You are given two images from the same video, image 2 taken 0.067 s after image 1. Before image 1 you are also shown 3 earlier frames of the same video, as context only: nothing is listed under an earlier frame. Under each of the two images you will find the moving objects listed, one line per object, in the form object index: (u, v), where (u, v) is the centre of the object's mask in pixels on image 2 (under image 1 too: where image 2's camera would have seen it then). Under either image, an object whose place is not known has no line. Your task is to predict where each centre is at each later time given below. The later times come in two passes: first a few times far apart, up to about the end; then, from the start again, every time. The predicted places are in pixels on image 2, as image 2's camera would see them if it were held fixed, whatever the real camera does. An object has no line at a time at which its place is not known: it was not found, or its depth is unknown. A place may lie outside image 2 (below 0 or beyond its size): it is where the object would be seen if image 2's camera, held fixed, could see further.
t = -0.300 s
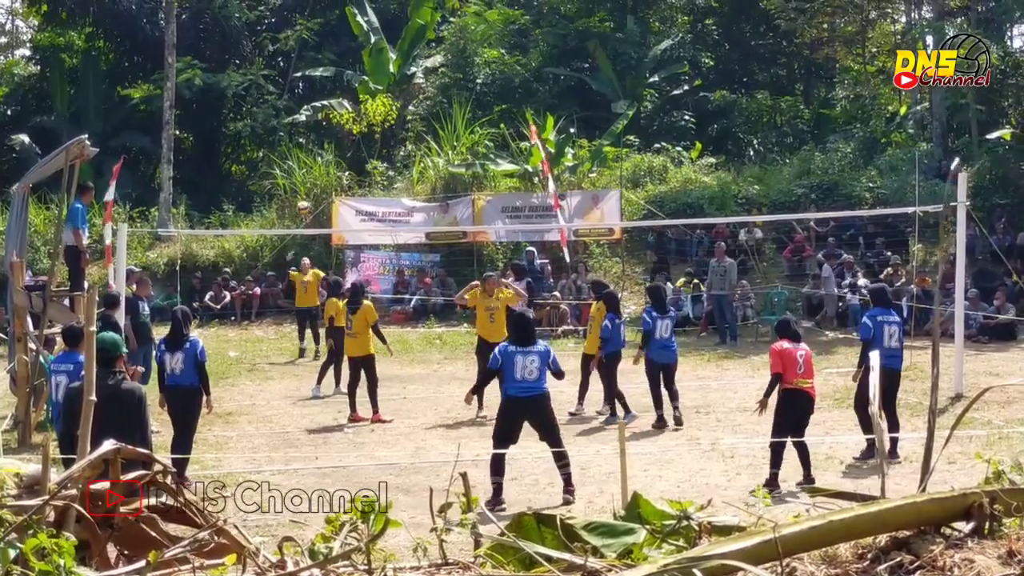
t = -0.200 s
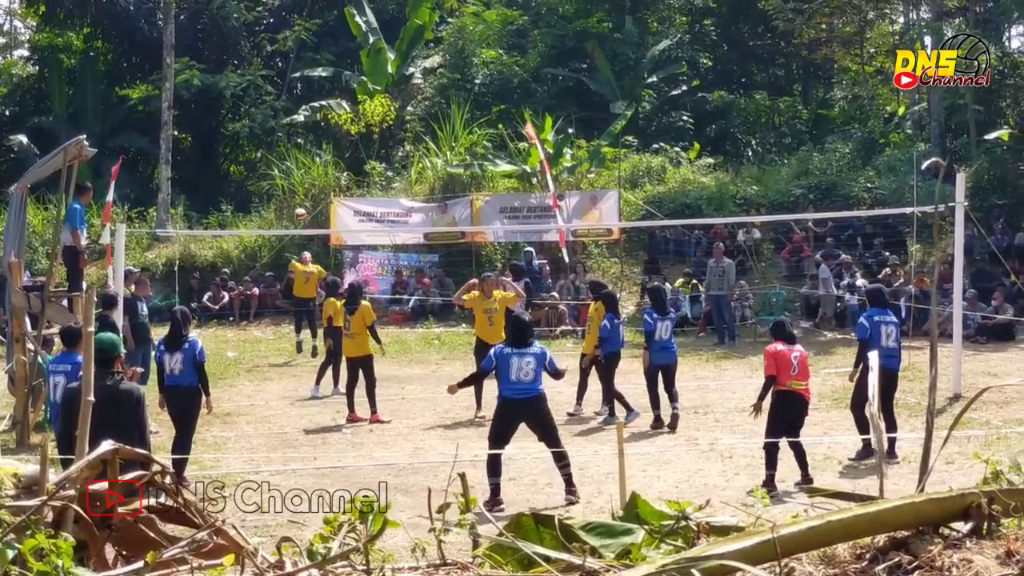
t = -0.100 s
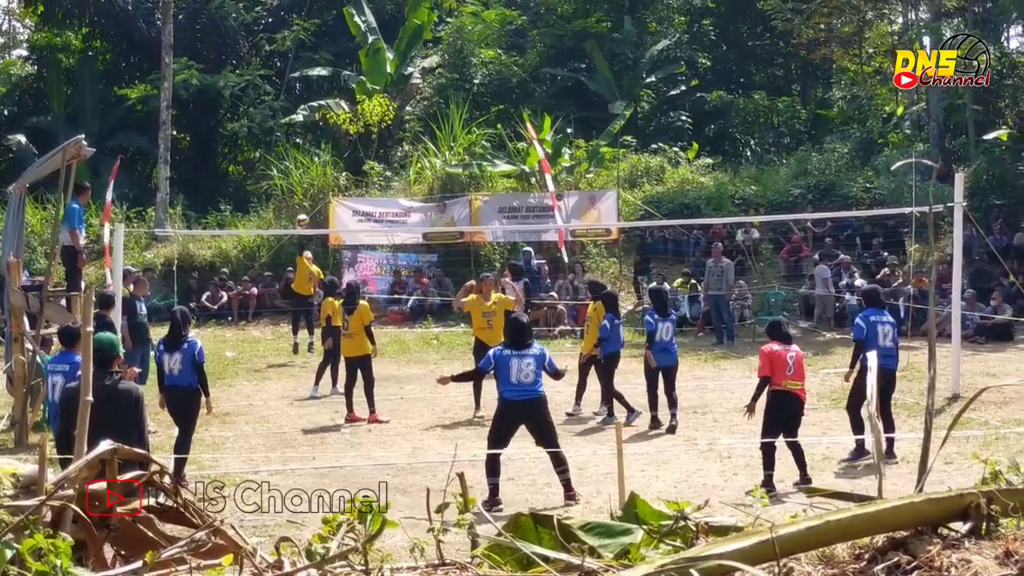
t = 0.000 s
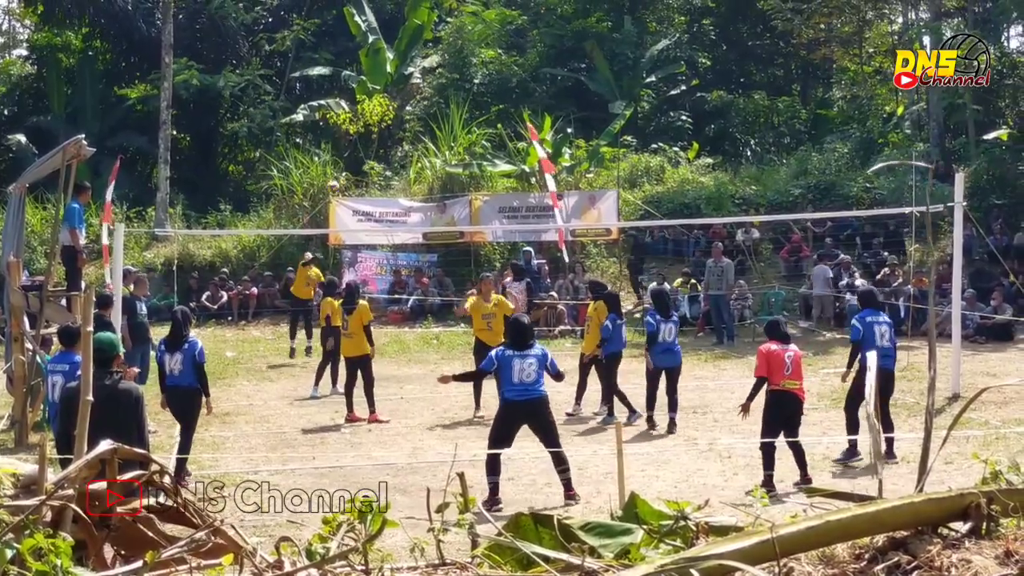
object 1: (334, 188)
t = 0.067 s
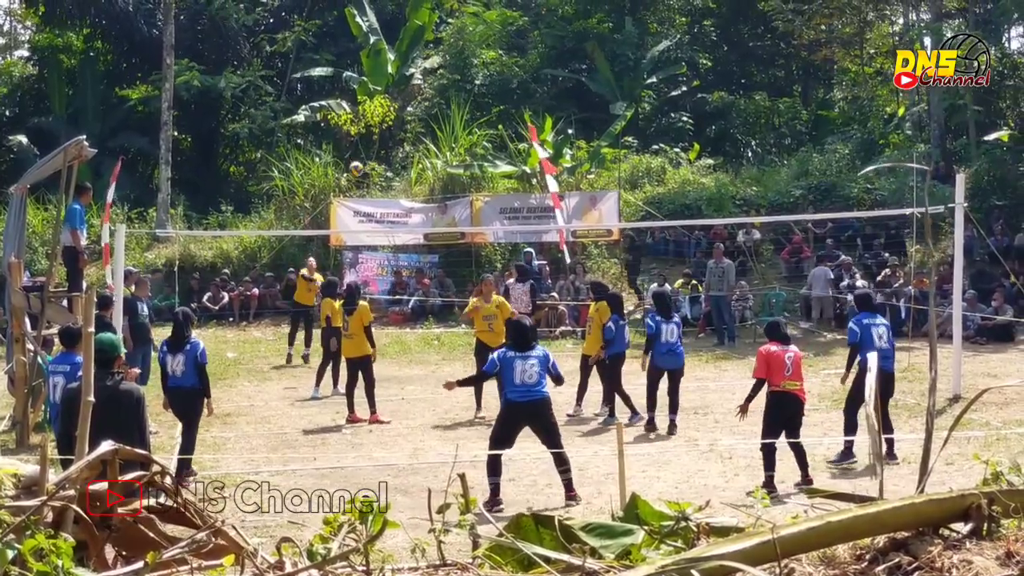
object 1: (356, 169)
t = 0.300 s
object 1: (444, 115)
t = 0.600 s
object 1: (579, 104)
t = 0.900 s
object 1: (745, 167)
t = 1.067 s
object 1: (859, 246)
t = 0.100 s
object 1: (367, 159)
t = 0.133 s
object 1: (379, 151)
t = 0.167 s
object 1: (392, 143)
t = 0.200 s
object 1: (404, 134)
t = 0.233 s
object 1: (418, 127)
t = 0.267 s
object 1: (431, 121)
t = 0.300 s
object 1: (444, 115)
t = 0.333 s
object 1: (457, 110)
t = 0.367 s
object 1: (471, 107)
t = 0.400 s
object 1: (486, 104)
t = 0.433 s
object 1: (501, 102)
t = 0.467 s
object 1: (516, 102)
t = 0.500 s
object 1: (531, 101)
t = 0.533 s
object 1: (547, 101)
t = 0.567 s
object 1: (563, 102)
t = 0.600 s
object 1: (579, 104)
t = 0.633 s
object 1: (596, 107)
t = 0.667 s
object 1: (613, 109)
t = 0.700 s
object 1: (629, 113)
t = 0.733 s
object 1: (647, 119)
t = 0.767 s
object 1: (666, 126)
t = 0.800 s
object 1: (685, 134)
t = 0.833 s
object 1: (704, 144)
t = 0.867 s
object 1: (724, 155)
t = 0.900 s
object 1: (745, 167)
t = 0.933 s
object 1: (766, 180)
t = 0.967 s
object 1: (788, 194)
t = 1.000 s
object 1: (811, 210)
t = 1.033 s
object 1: (835, 228)
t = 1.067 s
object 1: (859, 246)
